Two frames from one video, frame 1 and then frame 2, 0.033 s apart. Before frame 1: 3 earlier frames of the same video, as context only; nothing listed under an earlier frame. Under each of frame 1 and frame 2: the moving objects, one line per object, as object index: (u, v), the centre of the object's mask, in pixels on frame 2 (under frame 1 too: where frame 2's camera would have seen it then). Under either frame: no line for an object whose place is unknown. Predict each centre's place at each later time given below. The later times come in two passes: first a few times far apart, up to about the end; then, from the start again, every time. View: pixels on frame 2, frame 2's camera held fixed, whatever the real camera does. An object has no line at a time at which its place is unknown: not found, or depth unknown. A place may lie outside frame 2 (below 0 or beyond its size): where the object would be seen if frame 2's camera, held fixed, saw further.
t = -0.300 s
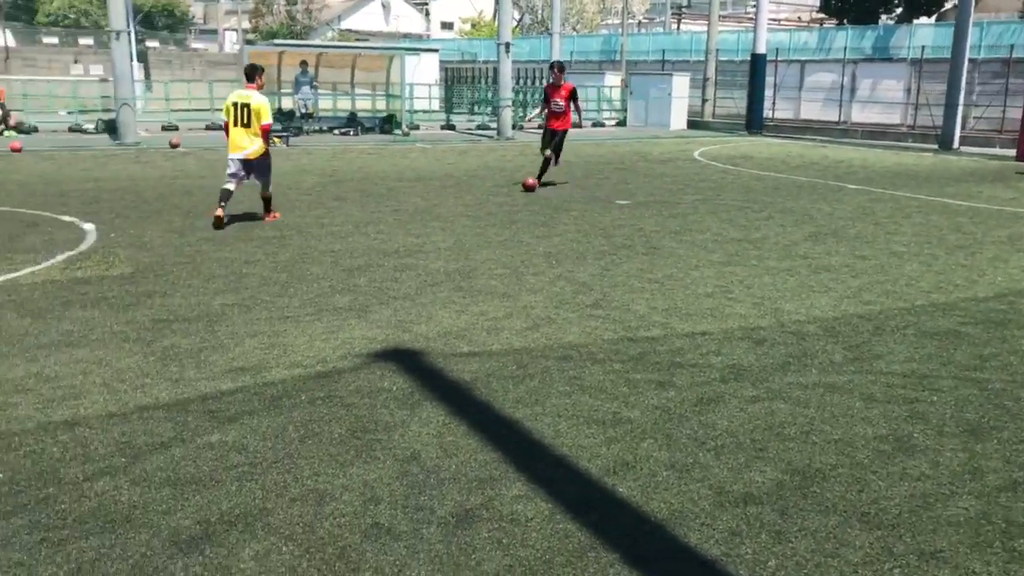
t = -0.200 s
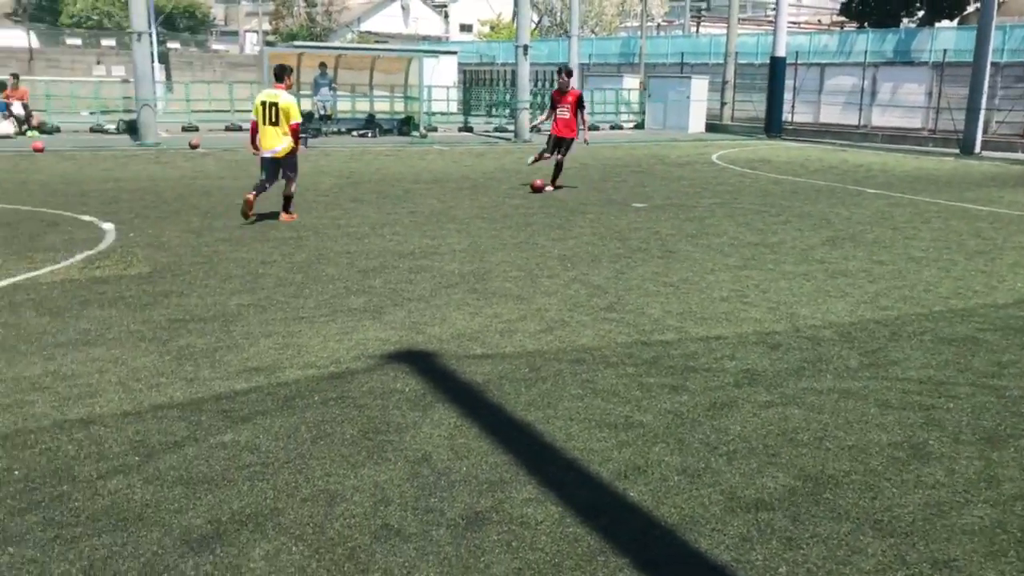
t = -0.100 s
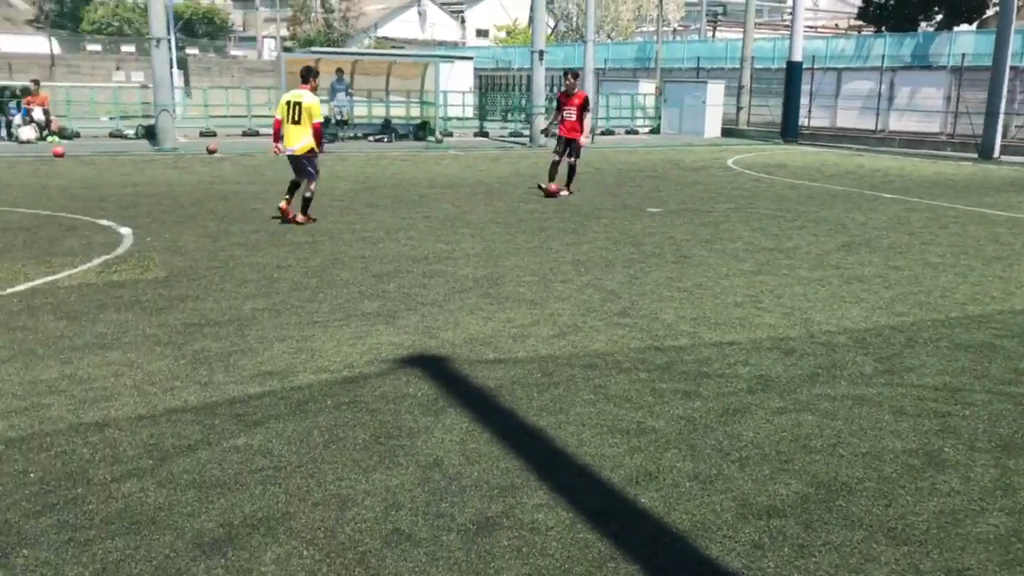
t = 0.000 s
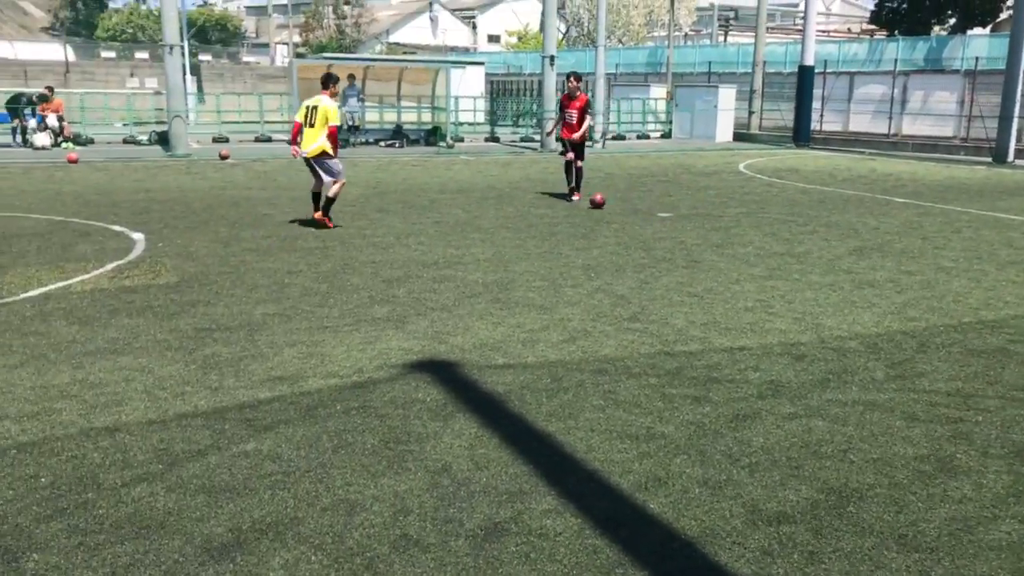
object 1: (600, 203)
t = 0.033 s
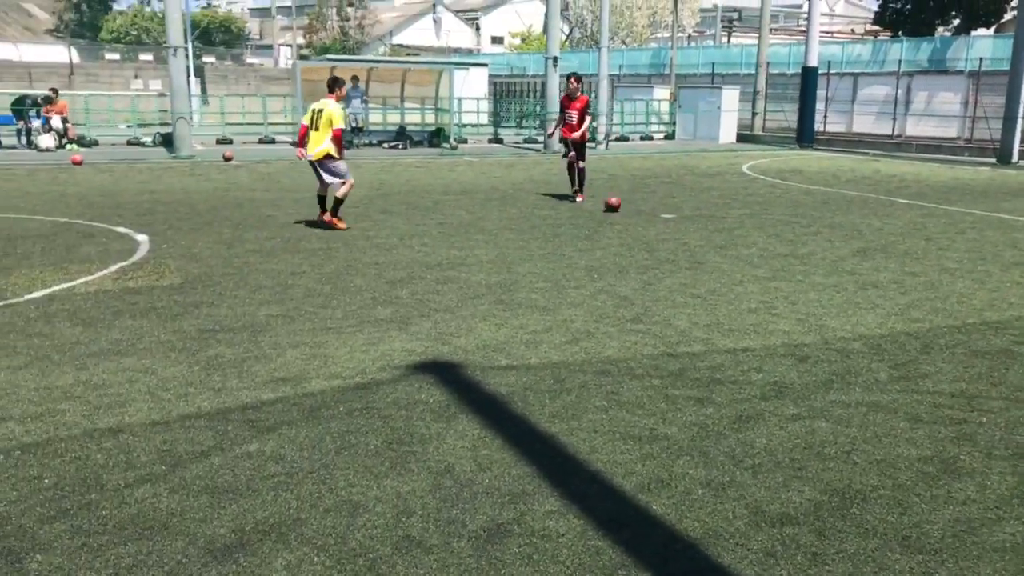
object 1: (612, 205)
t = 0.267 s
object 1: (694, 218)
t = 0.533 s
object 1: (786, 233)
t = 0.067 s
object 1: (624, 206)
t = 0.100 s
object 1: (636, 209)
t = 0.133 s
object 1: (648, 211)
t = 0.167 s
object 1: (659, 211)
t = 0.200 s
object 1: (670, 213)
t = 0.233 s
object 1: (682, 215)
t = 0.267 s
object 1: (694, 218)
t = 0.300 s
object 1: (704, 219)
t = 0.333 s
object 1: (716, 220)
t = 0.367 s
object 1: (727, 222)
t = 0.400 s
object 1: (739, 225)
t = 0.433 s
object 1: (750, 226)
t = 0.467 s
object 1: (761, 228)
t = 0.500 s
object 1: (774, 230)
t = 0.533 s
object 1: (786, 233)
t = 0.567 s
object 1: (798, 235)
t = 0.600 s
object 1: (811, 237)
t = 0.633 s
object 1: (824, 240)
